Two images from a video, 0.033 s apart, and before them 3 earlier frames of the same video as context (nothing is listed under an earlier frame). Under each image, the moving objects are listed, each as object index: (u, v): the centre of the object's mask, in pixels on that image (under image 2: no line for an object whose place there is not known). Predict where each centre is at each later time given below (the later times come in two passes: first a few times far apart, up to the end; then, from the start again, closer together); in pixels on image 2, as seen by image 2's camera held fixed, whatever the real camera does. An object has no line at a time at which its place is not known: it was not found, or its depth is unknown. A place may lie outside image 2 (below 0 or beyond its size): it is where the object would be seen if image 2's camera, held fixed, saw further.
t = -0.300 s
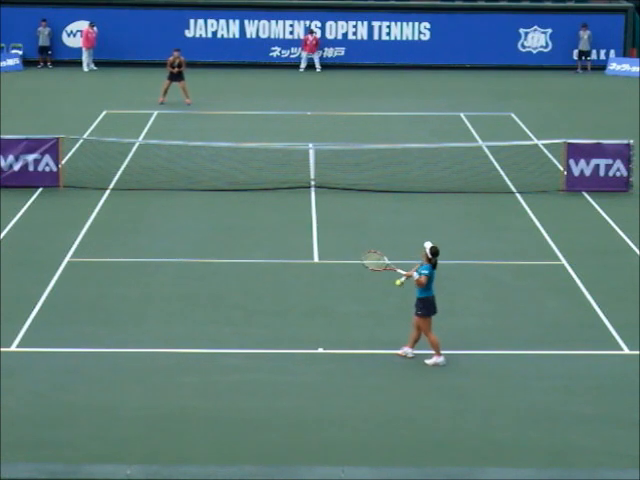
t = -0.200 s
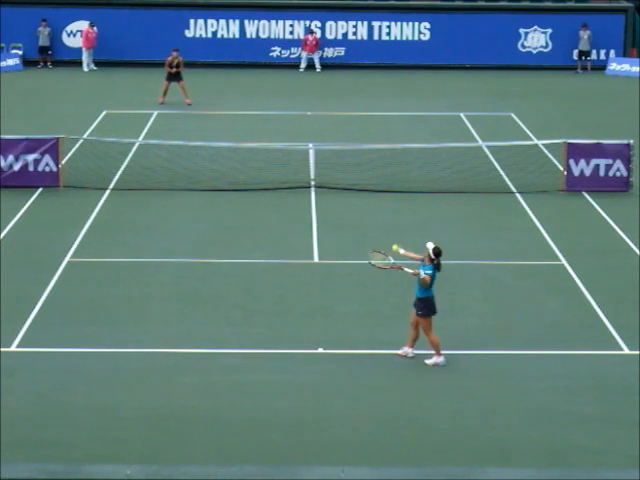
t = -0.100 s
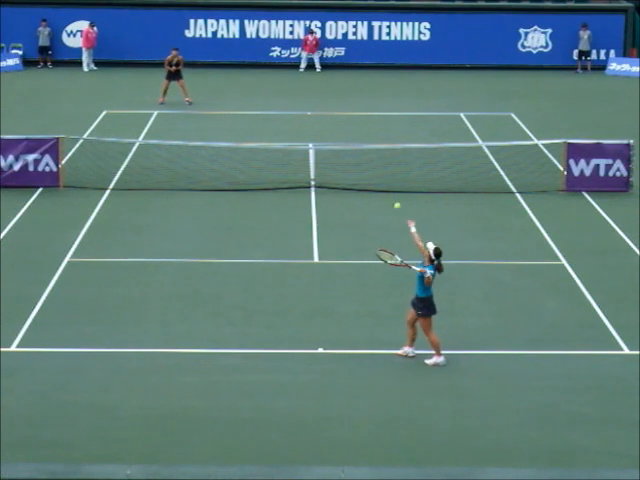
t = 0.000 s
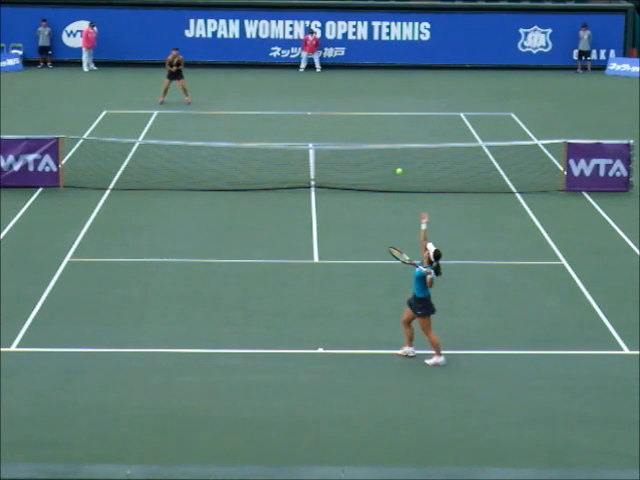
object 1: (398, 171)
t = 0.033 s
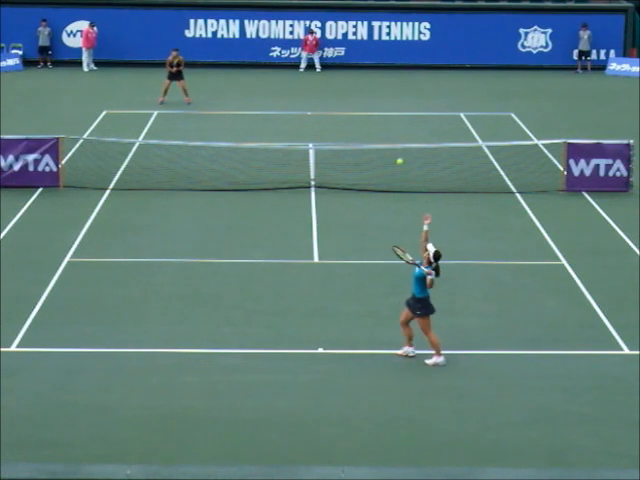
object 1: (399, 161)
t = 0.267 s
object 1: (403, 115)
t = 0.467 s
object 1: (405, 109)
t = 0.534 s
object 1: (406, 113)
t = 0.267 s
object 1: (403, 115)
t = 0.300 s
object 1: (403, 112)
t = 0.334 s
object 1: (403, 110)
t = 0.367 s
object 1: (404, 108)
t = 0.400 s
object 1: (404, 107)
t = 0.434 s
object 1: (404, 108)
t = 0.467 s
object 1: (405, 109)
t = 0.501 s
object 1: (405, 110)
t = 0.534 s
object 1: (406, 113)
